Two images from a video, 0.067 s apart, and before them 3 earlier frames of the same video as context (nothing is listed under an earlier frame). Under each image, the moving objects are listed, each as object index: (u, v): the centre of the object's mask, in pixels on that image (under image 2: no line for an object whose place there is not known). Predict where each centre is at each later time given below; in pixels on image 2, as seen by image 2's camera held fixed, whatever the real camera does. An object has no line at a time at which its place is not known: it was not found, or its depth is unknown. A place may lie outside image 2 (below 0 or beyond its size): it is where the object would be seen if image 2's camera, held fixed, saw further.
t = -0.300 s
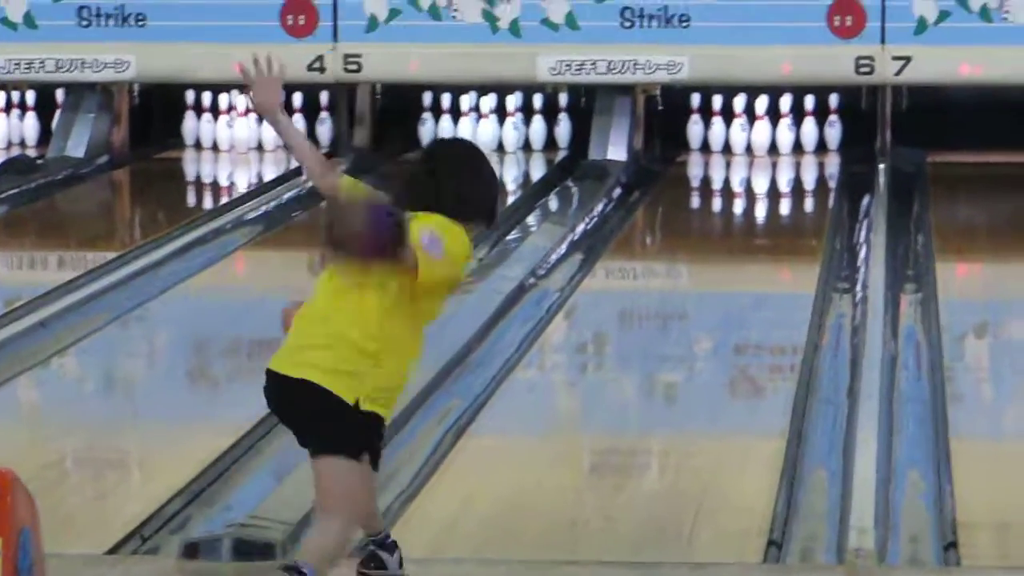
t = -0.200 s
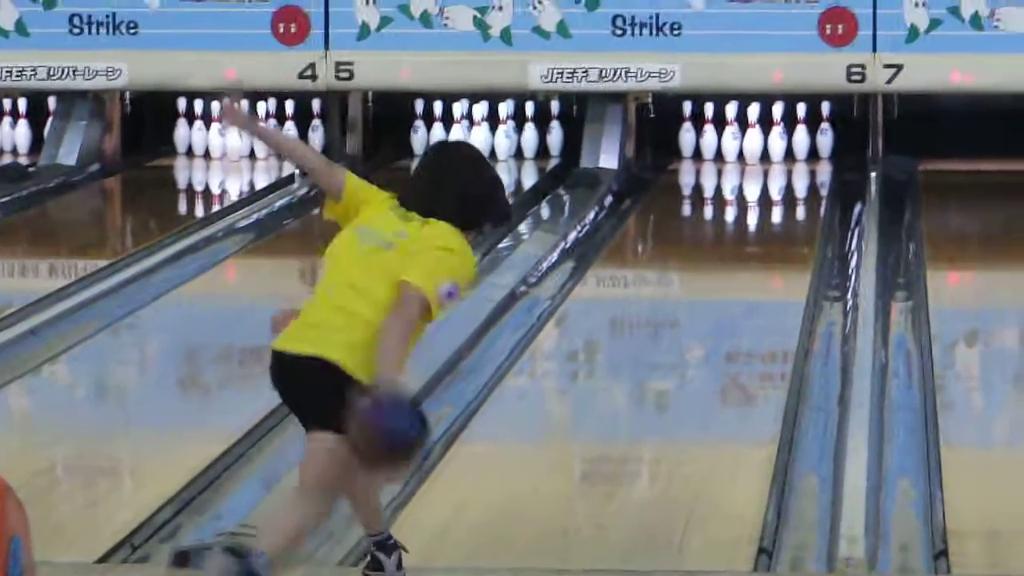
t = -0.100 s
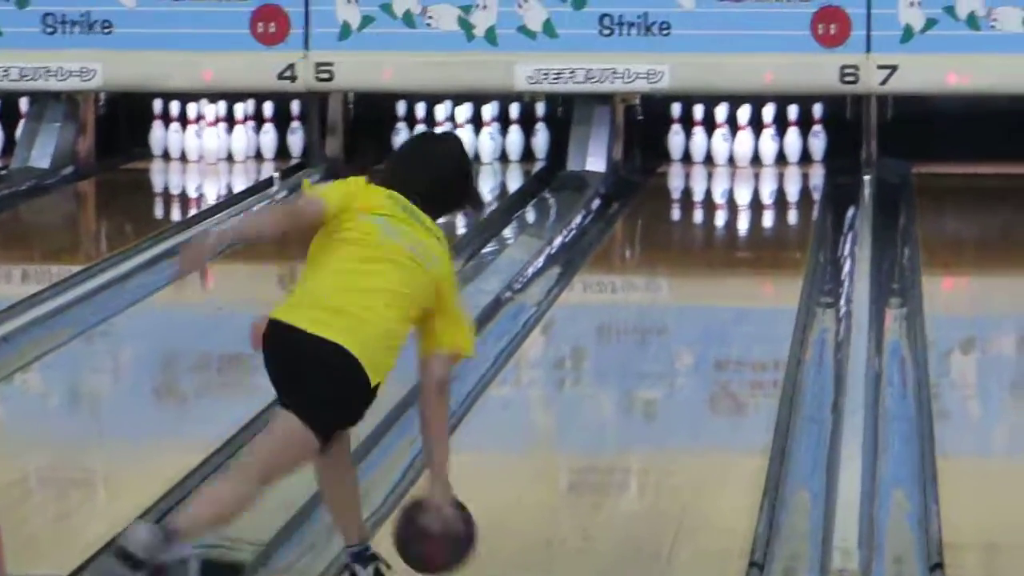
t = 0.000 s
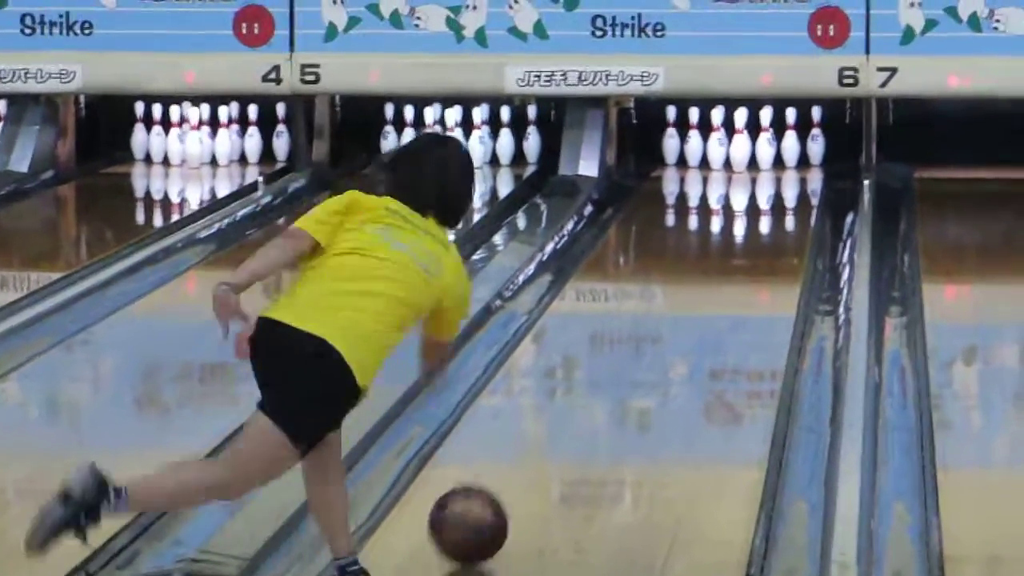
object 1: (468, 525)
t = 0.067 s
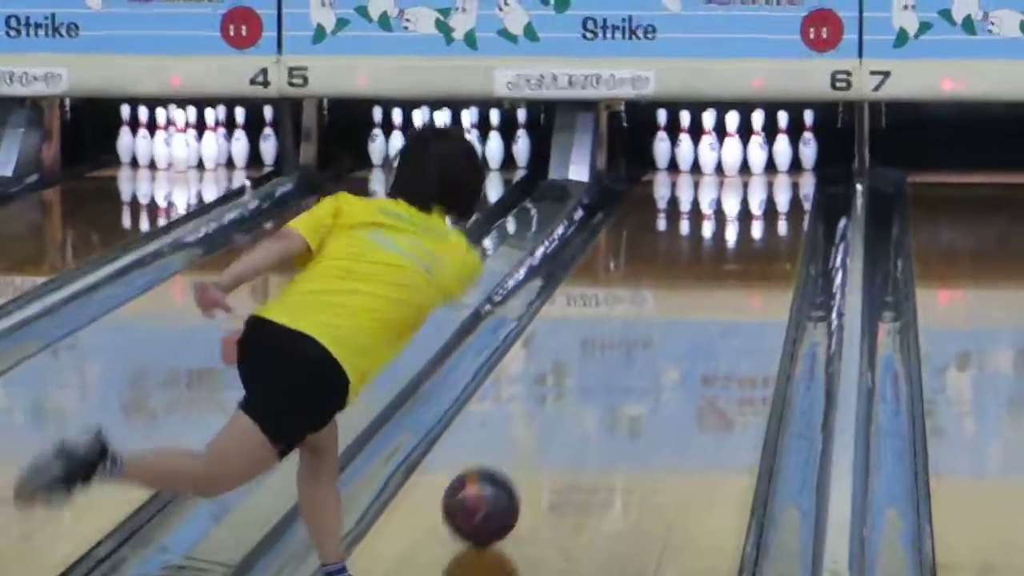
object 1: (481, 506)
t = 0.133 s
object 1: (503, 483)
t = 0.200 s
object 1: (524, 460)
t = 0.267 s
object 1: (542, 440)
